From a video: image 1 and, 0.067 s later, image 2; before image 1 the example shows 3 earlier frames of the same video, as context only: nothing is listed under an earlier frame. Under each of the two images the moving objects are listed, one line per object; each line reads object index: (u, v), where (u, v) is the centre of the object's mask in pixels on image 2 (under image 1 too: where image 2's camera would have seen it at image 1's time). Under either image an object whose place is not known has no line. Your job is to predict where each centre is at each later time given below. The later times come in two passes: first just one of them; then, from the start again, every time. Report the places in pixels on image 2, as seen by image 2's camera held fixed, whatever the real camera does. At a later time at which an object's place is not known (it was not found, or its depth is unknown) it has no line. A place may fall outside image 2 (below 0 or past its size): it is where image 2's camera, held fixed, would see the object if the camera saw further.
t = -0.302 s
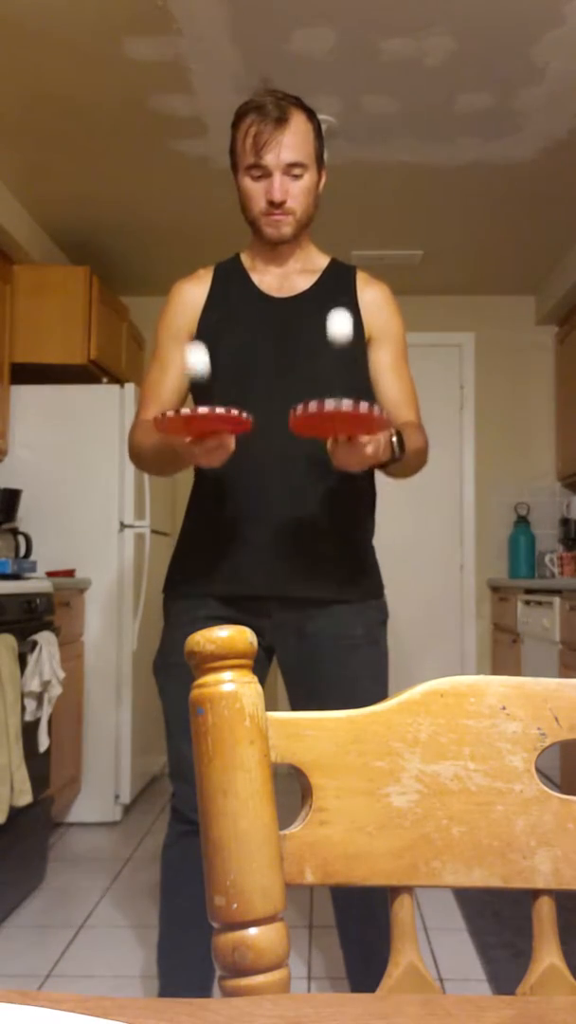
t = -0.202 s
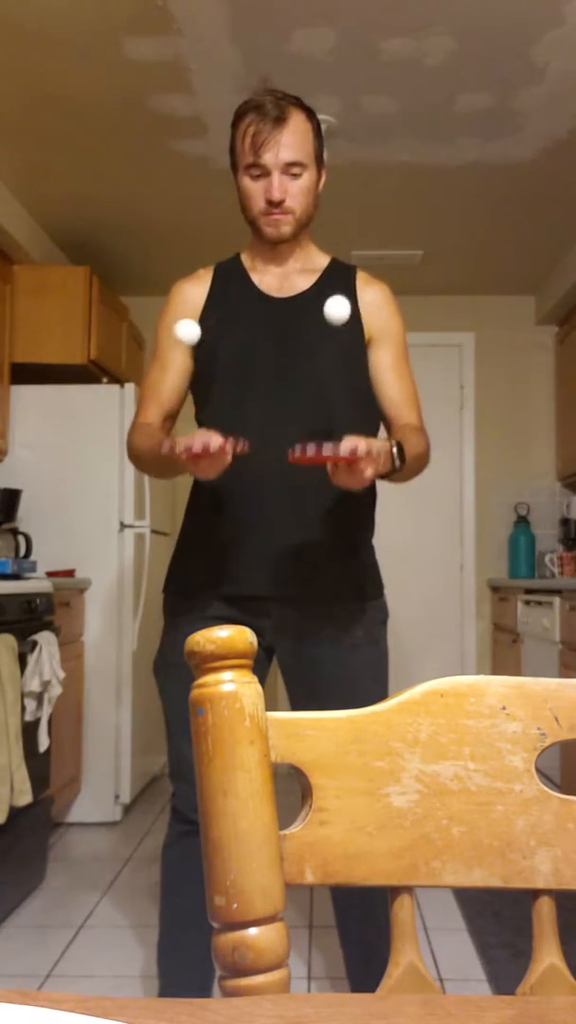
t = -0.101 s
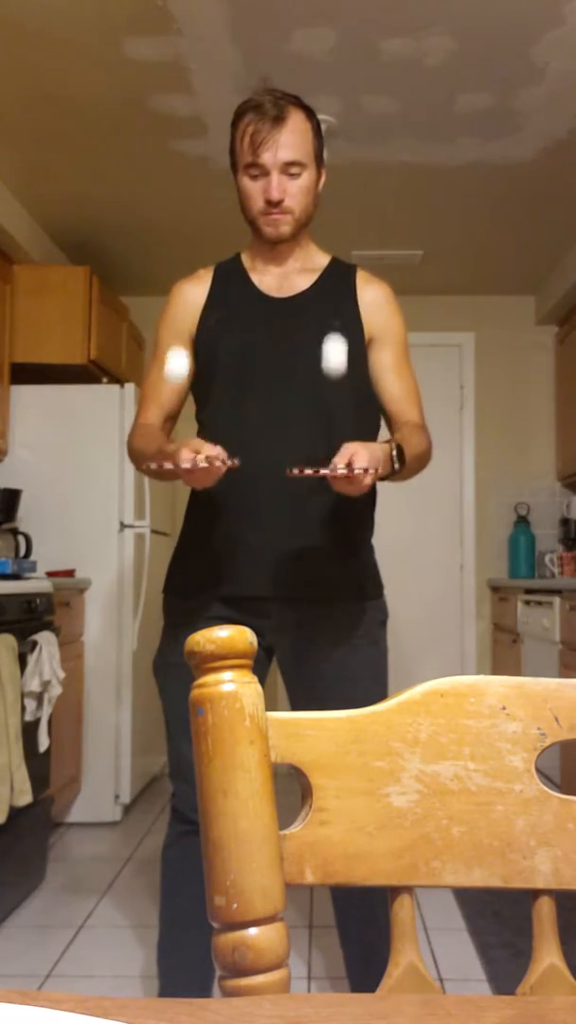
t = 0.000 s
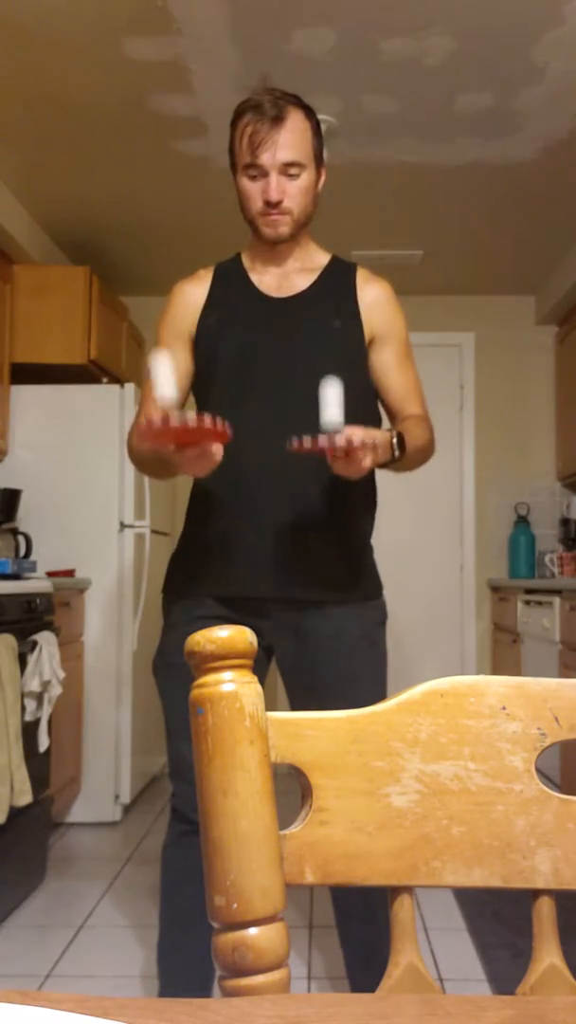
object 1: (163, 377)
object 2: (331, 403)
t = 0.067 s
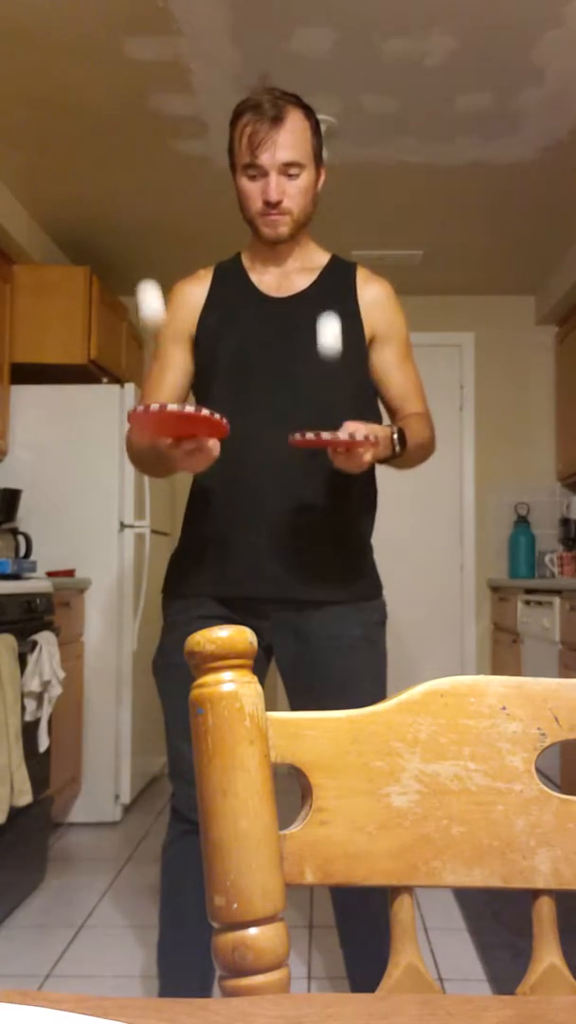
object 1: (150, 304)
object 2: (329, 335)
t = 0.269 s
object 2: (322, 295)
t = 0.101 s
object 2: (328, 311)
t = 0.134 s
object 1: (138, 258)
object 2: (327, 293)
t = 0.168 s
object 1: (133, 246)
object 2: (326, 284)
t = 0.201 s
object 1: (127, 241)
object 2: (325, 280)
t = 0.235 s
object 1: (120, 244)
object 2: (323, 284)
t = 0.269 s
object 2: (322, 295)
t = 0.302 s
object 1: (108, 270)
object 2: (320, 311)
